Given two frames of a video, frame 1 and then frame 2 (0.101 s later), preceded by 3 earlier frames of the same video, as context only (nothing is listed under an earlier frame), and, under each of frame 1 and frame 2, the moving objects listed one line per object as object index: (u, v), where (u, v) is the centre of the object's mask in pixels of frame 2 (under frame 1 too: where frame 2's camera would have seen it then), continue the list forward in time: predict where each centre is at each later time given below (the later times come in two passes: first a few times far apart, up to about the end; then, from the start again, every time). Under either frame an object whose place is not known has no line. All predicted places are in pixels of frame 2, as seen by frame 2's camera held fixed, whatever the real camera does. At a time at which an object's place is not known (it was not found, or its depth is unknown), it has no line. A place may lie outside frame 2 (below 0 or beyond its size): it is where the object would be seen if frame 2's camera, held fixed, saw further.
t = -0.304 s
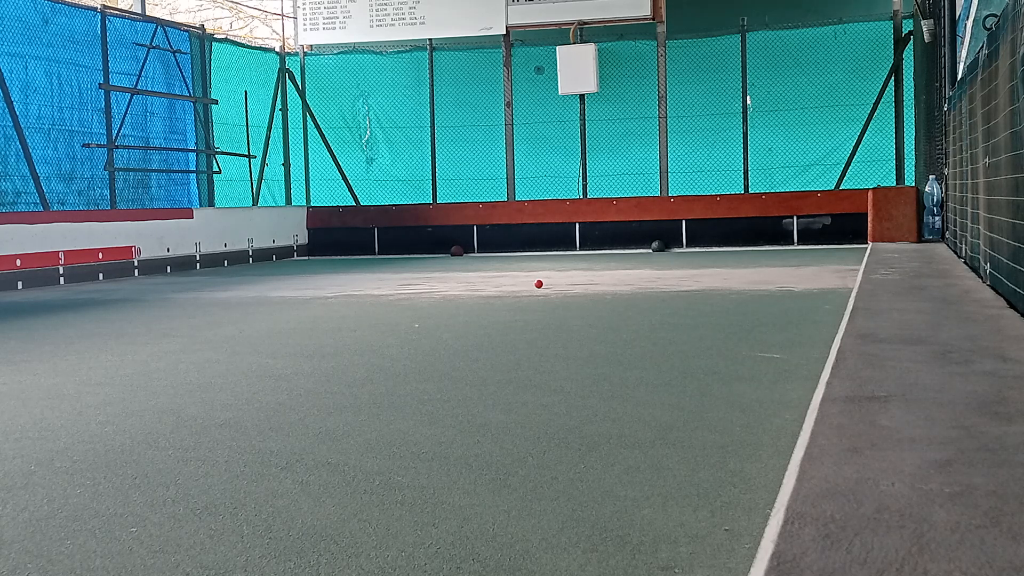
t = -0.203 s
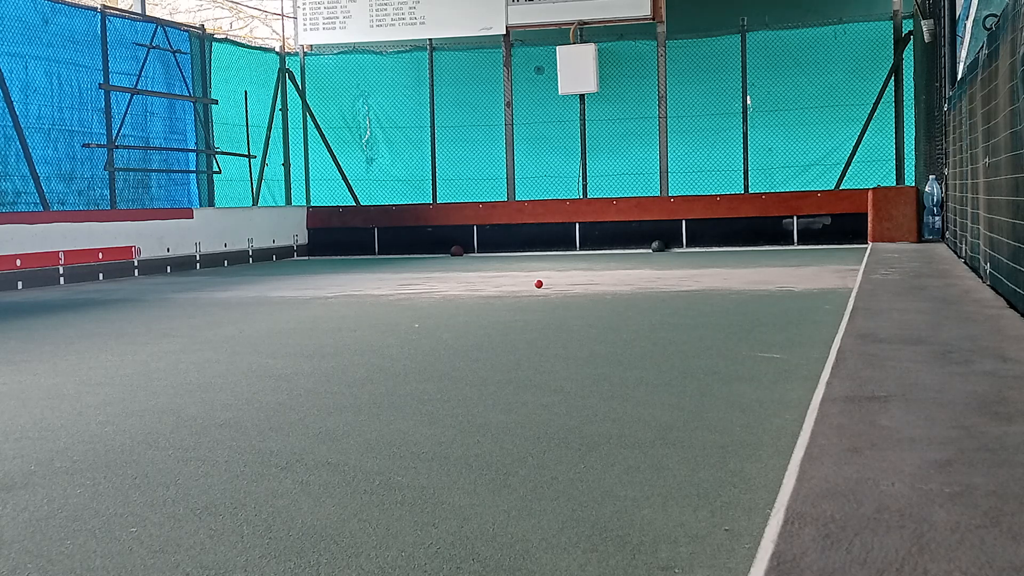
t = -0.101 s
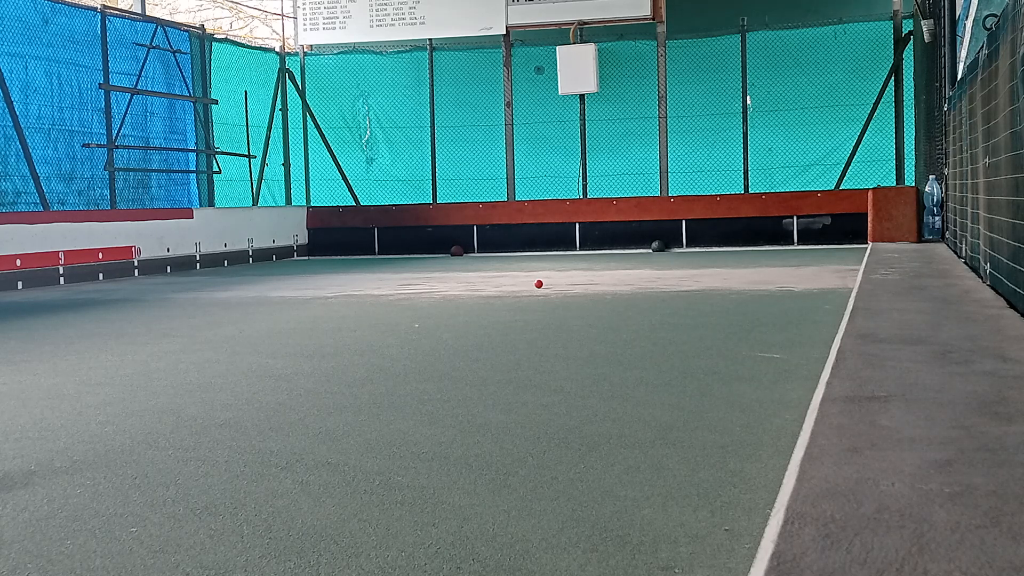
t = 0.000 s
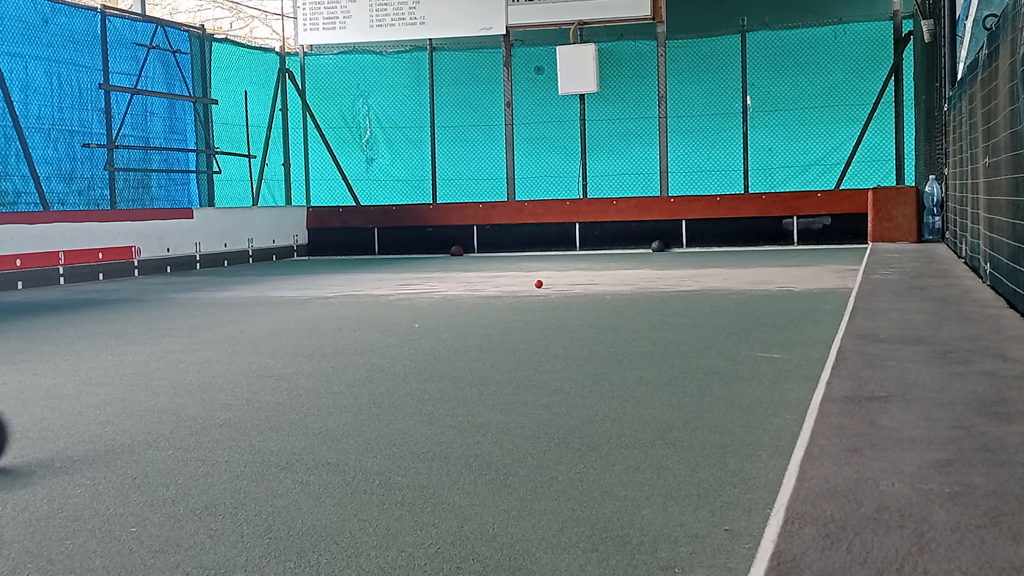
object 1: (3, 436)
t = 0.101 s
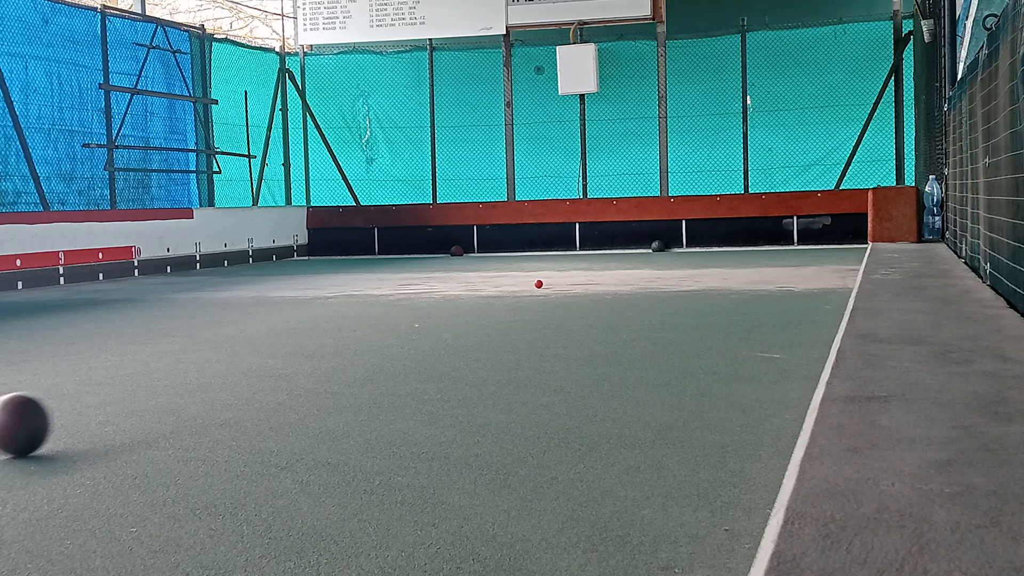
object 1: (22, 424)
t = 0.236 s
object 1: (68, 410)
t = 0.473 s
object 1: (142, 391)
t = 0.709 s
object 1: (202, 375)
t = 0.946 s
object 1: (252, 361)
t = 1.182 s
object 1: (292, 350)
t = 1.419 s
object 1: (326, 341)
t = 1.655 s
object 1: (356, 333)
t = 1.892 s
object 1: (382, 325)
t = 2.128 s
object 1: (405, 319)
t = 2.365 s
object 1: (425, 313)
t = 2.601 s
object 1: (443, 308)
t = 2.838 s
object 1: (459, 304)
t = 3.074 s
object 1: (473, 300)
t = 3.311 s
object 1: (486, 296)
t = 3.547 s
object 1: (498, 293)
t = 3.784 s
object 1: (508, 290)
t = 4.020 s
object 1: (517, 287)
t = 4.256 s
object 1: (525, 285)
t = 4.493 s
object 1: (532, 283)
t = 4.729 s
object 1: (539, 281)
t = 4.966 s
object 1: (546, 279)
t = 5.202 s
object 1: (553, 278)
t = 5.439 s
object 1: (560, 276)
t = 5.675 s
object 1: (565, 275)
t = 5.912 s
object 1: (571, 274)
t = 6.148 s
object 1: (577, 273)
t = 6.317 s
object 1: (580, 273)
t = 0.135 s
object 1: (31, 420)
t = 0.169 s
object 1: (43, 417)
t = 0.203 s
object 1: (56, 414)
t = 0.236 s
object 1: (68, 410)
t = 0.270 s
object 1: (79, 407)
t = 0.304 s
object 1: (91, 404)
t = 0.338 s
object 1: (102, 401)
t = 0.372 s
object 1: (112, 399)
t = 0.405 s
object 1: (123, 396)
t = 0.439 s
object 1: (132, 394)
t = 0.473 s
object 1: (142, 391)
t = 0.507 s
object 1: (151, 388)
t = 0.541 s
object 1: (161, 386)
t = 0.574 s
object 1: (170, 384)
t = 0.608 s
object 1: (178, 381)
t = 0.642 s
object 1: (186, 379)
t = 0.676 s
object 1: (194, 377)
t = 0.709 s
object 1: (202, 375)
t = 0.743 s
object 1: (210, 373)
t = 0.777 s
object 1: (217, 371)
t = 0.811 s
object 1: (224, 369)
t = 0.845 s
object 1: (231, 367)
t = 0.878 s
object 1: (238, 365)
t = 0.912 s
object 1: (245, 363)
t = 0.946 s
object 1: (252, 361)
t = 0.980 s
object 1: (258, 360)
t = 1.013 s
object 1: (264, 358)
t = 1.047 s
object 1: (270, 356)
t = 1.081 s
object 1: (276, 355)
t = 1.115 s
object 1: (281, 353)
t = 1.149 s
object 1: (286, 352)
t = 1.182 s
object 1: (292, 350)
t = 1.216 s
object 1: (297, 349)
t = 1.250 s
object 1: (302, 347)
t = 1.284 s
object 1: (307, 346)
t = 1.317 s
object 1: (312, 345)
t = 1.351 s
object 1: (317, 343)
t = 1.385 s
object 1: (322, 342)
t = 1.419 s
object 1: (326, 341)
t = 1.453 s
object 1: (331, 339)
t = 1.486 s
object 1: (335, 338)
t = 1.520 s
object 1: (340, 337)
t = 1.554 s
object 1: (344, 336)
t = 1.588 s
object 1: (348, 335)
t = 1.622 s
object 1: (352, 334)
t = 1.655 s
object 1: (356, 333)
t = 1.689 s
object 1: (360, 332)
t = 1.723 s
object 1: (364, 331)
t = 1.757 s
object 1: (368, 329)
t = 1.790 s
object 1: (372, 328)
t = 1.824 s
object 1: (375, 327)
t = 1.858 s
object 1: (379, 326)
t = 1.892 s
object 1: (382, 325)
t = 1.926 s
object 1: (386, 324)
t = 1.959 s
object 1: (389, 323)
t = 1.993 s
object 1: (392, 322)
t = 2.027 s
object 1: (395, 322)
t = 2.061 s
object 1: (398, 321)
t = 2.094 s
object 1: (402, 320)
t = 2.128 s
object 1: (405, 319)
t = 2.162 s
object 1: (408, 318)
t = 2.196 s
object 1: (411, 317)
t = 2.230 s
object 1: (414, 316)
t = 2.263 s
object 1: (417, 315)
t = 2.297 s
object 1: (419, 315)
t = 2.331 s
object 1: (422, 314)
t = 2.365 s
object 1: (425, 313)
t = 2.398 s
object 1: (427, 312)
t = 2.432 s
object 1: (430, 312)
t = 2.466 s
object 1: (433, 311)
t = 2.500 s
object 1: (435, 310)
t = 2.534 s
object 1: (438, 309)
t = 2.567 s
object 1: (440, 309)
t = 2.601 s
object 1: (443, 308)
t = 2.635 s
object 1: (445, 307)
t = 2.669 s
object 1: (447, 307)
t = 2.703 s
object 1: (450, 306)
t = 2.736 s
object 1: (452, 305)
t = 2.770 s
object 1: (454, 305)
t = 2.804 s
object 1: (456, 304)
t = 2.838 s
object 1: (459, 304)
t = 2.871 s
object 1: (461, 303)
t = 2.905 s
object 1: (463, 302)
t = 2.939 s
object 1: (465, 302)
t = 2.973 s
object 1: (467, 301)
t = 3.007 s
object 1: (469, 301)
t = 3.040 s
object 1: (471, 300)
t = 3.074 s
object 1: (473, 300)
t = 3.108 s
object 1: (475, 299)
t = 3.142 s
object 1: (477, 299)
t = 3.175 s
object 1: (479, 298)
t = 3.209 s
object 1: (481, 297)
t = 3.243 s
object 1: (483, 297)
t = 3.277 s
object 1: (484, 296)
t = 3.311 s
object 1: (486, 296)
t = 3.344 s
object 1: (488, 295)
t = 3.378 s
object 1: (489, 295)
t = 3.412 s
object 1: (491, 295)
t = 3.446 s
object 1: (493, 294)
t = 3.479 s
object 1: (495, 294)
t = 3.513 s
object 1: (496, 293)
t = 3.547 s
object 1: (498, 293)
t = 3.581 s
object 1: (499, 292)
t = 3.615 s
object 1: (501, 292)
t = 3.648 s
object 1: (502, 292)
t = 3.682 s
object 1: (504, 291)
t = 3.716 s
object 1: (505, 291)
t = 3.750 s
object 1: (507, 291)
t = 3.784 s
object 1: (508, 290)
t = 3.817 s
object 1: (510, 290)
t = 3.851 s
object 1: (511, 289)
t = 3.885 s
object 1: (513, 289)
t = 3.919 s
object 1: (514, 289)
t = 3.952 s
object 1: (515, 288)
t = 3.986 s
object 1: (516, 288)
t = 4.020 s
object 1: (517, 287)
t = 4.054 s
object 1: (518, 287)
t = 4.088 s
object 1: (519, 287)
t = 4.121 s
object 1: (520, 286)
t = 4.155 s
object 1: (522, 286)
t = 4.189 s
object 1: (523, 286)
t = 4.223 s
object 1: (524, 285)
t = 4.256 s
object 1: (525, 285)
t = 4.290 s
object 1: (526, 285)
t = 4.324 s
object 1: (527, 285)
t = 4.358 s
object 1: (528, 284)
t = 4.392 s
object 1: (529, 284)
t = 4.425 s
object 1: (530, 283)
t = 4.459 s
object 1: (531, 283)
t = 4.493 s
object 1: (532, 283)
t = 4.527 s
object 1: (533, 282)
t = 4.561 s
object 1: (534, 282)
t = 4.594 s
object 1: (535, 282)
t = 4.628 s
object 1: (536, 282)
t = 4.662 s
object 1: (537, 281)
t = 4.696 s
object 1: (538, 281)
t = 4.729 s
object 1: (539, 281)
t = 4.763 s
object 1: (540, 280)
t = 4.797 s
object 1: (541, 280)
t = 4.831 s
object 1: (542, 280)
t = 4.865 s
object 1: (543, 280)
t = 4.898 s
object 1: (544, 280)
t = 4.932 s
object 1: (545, 279)
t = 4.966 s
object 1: (546, 279)
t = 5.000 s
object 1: (547, 279)
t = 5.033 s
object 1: (548, 279)
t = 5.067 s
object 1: (549, 279)
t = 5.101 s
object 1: (550, 278)
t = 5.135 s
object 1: (551, 278)
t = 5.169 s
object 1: (553, 278)
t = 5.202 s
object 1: (553, 278)
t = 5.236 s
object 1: (554, 277)
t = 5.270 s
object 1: (555, 277)
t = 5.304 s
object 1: (556, 277)
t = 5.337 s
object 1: (557, 277)
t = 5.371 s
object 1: (558, 277)
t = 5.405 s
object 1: (559, 276)
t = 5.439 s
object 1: (560, 276)
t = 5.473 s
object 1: (560, 276)
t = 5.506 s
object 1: (561, 276)
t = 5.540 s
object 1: (562, 276)
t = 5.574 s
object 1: (563, 276)
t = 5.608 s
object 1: (564, 275)
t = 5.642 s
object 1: (564, 275)
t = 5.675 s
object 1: (565, 275)
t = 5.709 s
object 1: (566, 275)
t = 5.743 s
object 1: (567, 275)
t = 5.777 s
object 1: (568, 275)
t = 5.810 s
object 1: (569, 274)
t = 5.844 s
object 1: (570, 274)
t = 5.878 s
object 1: (570, 274)
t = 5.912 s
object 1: (571, 274)
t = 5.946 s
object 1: (572, 274)
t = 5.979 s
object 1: (573, 274)
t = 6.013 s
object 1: (574, 274)
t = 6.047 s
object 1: (574, 274)
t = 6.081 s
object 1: (575, 273)
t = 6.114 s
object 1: (576, 273)
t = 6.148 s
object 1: (577, 273)
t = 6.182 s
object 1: (577, 273)
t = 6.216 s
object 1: (578, 273)
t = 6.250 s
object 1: (579, 273)
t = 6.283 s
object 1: (579, 273)
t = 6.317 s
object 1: (580, 273)
